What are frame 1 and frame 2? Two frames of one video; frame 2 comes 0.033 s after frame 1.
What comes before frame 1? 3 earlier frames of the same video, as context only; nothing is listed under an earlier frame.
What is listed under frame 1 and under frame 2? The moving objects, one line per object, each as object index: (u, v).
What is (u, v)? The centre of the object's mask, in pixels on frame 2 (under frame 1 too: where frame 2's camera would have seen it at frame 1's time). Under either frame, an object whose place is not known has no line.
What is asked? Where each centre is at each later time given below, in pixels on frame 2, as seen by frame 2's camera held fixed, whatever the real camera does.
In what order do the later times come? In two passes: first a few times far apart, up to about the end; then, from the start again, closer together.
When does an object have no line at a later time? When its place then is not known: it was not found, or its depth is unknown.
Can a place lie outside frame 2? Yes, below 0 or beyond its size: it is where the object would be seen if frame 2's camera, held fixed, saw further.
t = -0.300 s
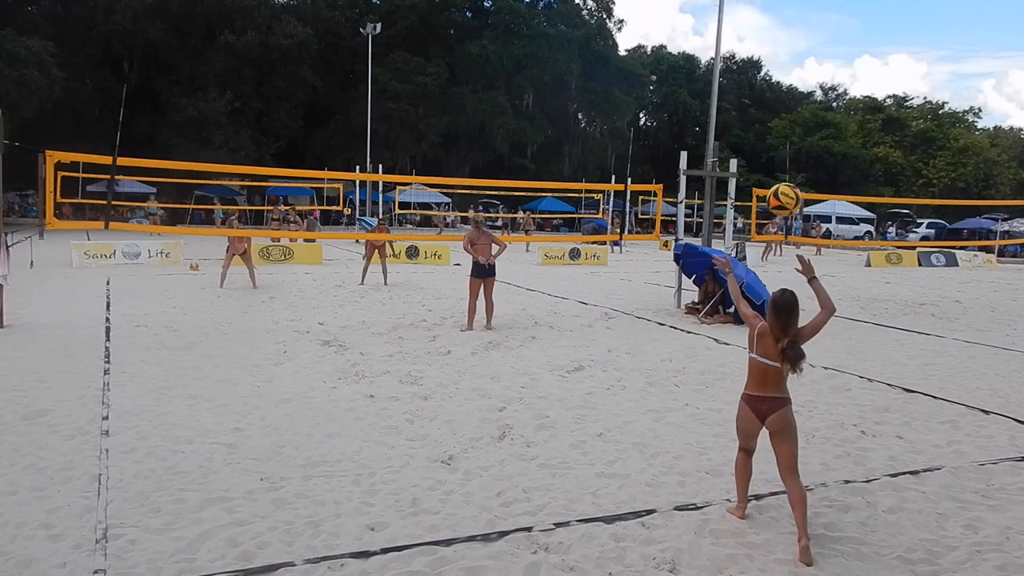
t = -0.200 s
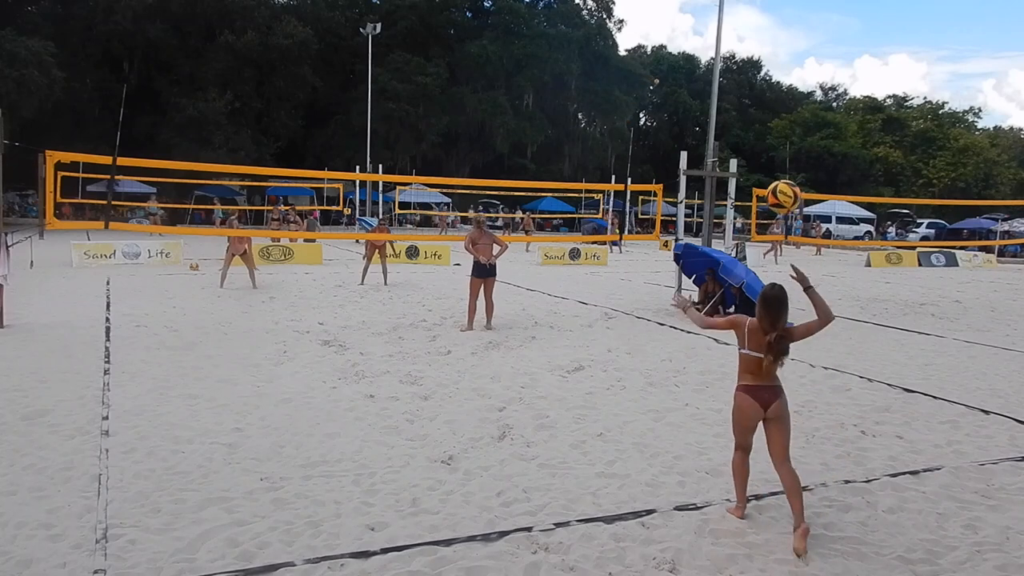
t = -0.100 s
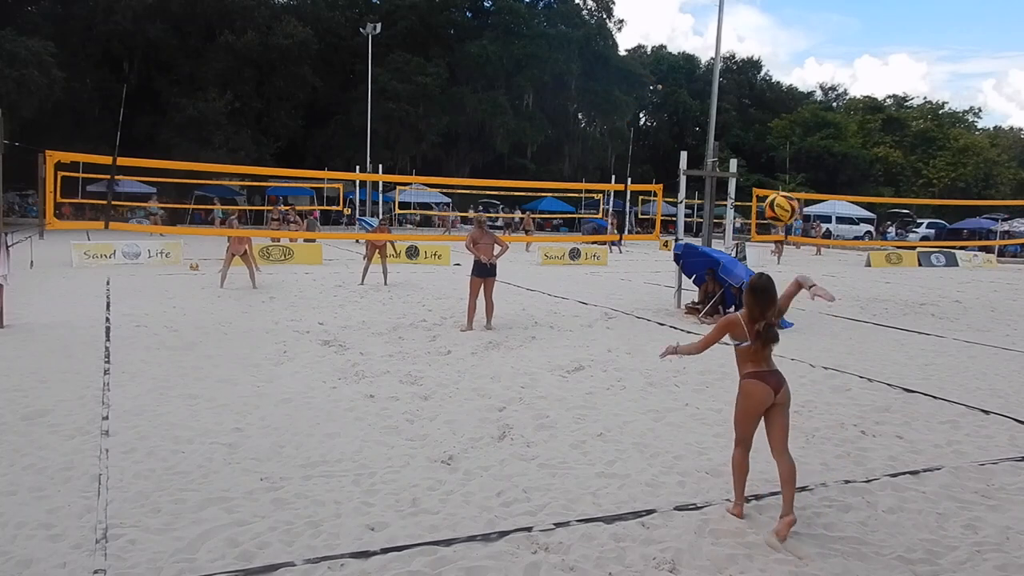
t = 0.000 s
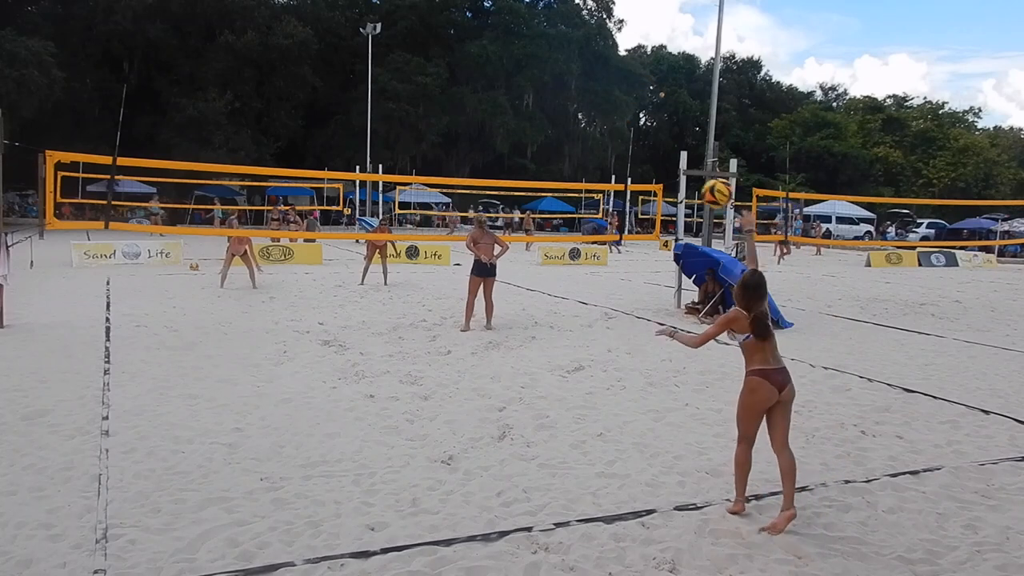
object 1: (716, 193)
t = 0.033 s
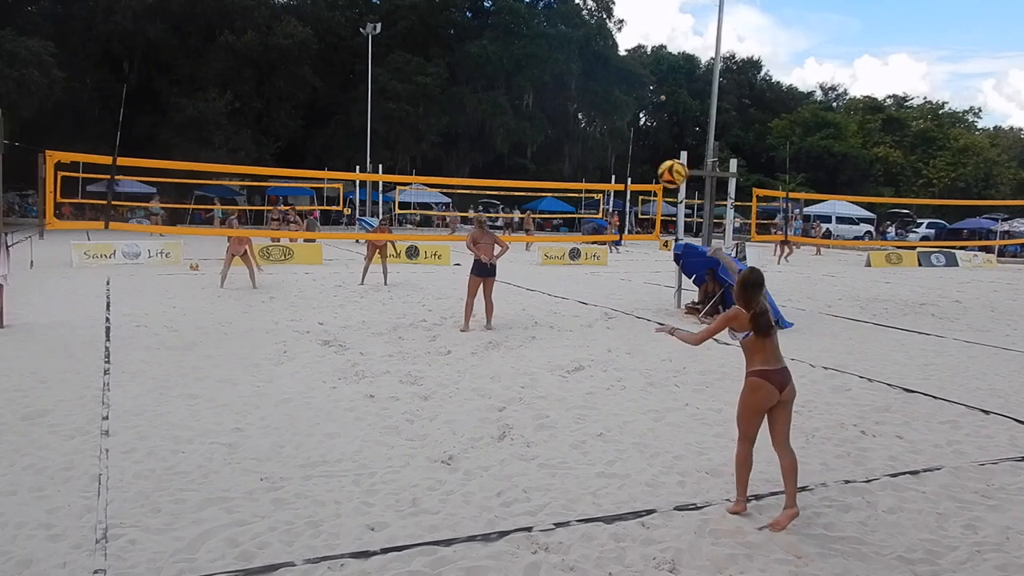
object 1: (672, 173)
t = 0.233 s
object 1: (486, 114)
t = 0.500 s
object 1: (349, 115)
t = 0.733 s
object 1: (274, 149)
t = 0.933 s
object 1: (228, 191)
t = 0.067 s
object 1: (633, 157)
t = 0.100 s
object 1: (598, 144)
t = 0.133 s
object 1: (566, 133)
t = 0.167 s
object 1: (537, 125)
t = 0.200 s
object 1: (510, 119)
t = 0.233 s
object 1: (486, 114)
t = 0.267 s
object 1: (464, 111)
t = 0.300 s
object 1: (444, 108)
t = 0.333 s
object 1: (425, 107)
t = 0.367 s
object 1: (408, 107)
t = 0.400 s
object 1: (392, 108)
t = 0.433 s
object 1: (377, 110)
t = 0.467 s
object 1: (362, 112)
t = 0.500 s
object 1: (349, 115)
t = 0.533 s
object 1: (337, 118)
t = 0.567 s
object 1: (325, 122)
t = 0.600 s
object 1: (314, 126)
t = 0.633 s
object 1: (303, 131)
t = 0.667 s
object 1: (293, 137)
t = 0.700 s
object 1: (283, 143)
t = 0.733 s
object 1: (274, 149)
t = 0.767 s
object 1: (265, 155)
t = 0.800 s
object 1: (257, 161)
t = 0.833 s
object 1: (249, 164)
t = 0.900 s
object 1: (235, 184)
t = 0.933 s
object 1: (228, 191)
